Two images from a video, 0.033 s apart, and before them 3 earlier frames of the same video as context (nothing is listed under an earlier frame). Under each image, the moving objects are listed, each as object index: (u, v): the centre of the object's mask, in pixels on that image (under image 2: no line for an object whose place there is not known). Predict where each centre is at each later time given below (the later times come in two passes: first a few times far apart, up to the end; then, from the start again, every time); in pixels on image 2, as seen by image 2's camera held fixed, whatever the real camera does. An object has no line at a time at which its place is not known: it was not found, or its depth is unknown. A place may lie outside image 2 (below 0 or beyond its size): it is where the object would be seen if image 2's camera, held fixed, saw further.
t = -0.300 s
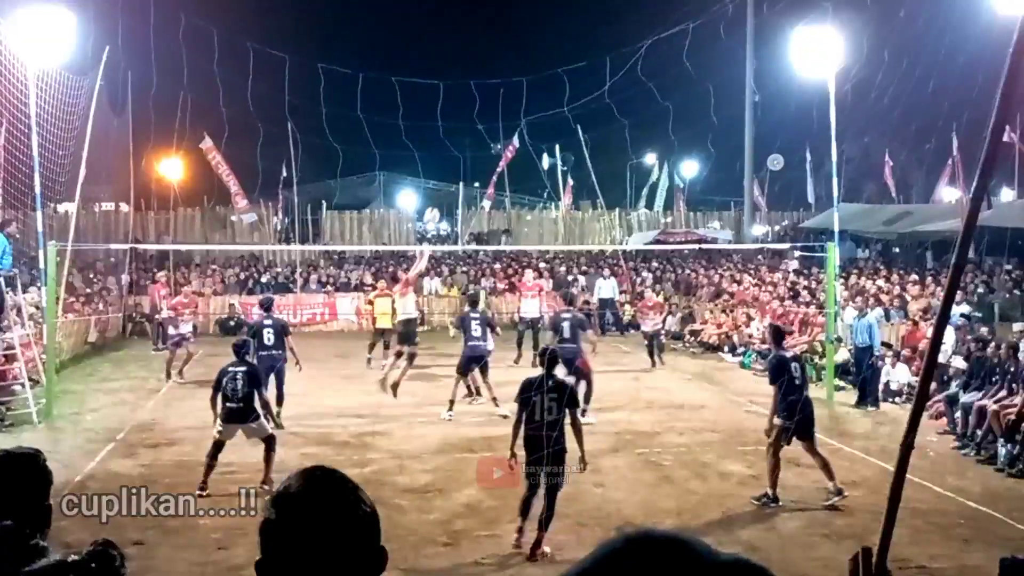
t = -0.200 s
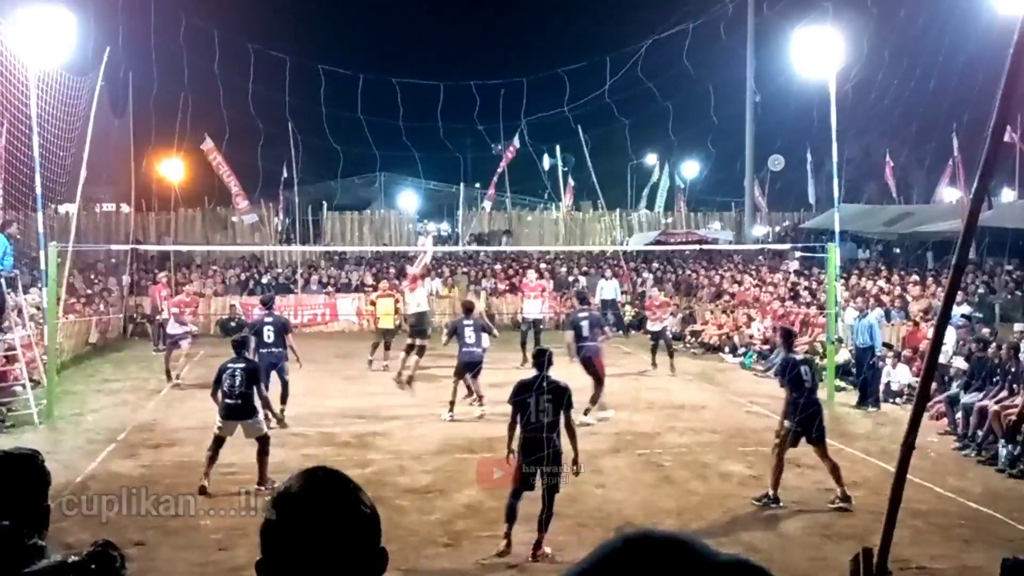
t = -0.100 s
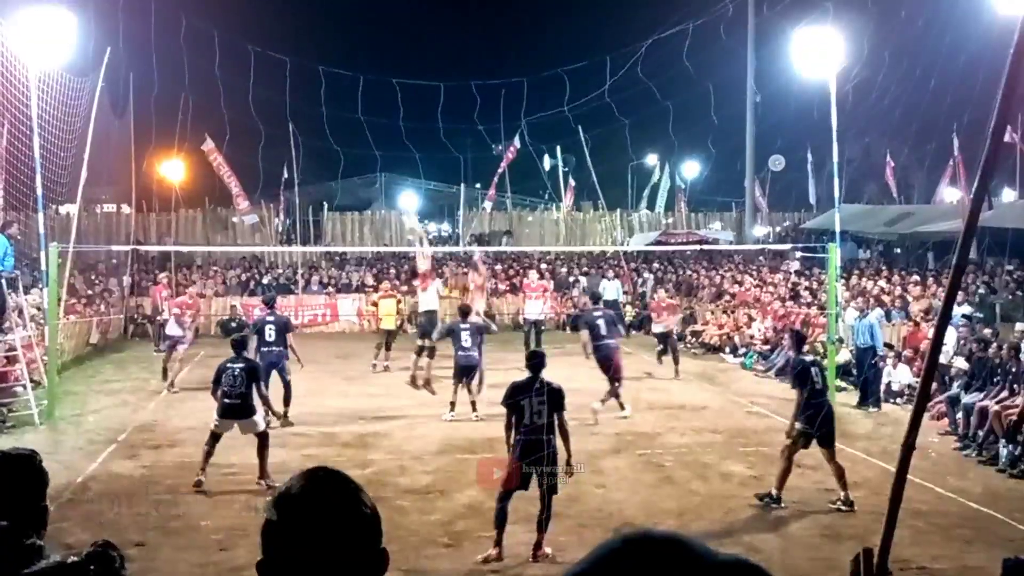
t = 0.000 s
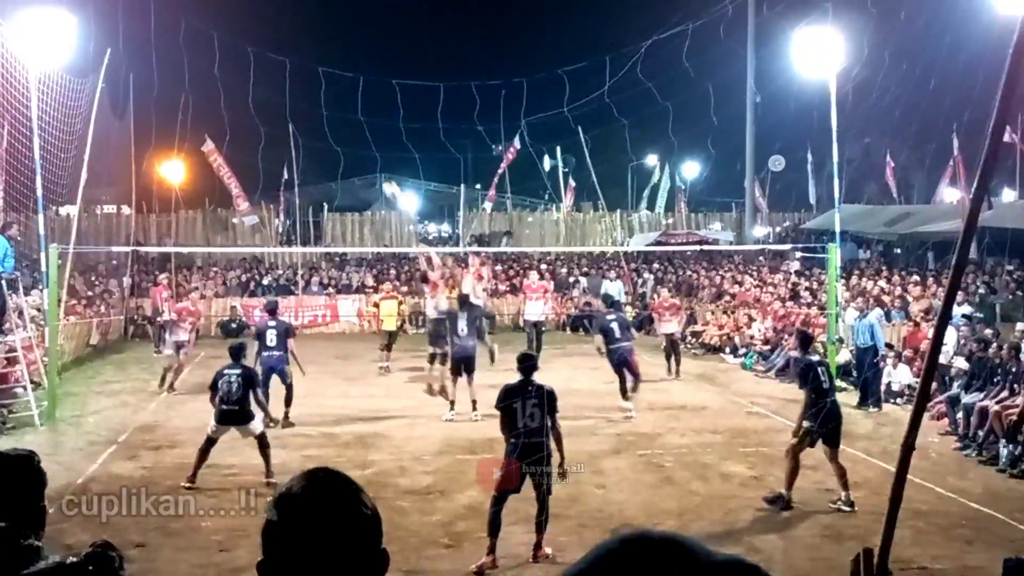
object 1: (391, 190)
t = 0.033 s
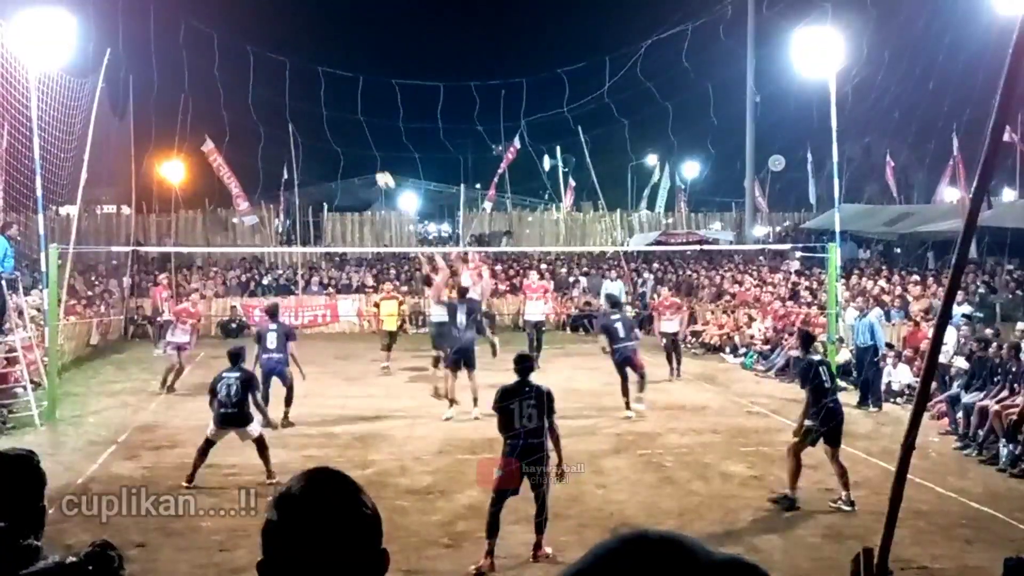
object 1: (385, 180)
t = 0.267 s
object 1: (341, 136)
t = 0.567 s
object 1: (286, 131)
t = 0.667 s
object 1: (269, 143)
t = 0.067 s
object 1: (379, 171)
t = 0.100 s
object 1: (372, 164)
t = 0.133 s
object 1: (366, 157)
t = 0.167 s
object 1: (359, 150)
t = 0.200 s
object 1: (353, 145)
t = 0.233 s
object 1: (347, 140)
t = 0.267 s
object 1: (341, 136)
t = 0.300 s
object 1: (334, 133)
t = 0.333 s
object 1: (328, 130)
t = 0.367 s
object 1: (322, 128)
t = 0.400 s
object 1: (316, 127)
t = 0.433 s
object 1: (310, 126)
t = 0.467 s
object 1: (304, 126)
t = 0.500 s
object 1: (298, 127)
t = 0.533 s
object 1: (292, 129)
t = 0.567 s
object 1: (286, 131)
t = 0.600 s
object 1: (280, 135)
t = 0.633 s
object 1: (274, 138)
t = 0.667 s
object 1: (269, 143)
